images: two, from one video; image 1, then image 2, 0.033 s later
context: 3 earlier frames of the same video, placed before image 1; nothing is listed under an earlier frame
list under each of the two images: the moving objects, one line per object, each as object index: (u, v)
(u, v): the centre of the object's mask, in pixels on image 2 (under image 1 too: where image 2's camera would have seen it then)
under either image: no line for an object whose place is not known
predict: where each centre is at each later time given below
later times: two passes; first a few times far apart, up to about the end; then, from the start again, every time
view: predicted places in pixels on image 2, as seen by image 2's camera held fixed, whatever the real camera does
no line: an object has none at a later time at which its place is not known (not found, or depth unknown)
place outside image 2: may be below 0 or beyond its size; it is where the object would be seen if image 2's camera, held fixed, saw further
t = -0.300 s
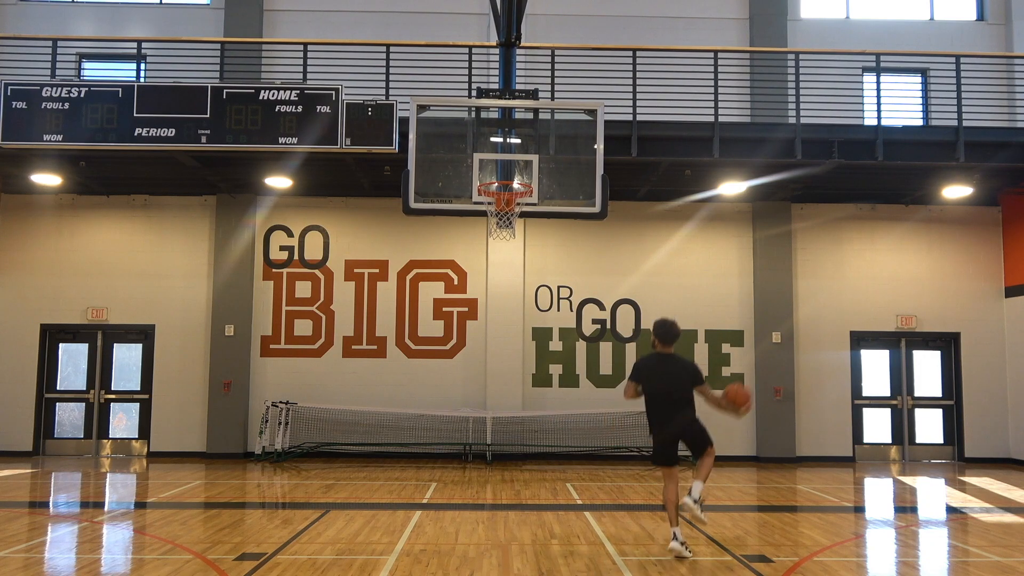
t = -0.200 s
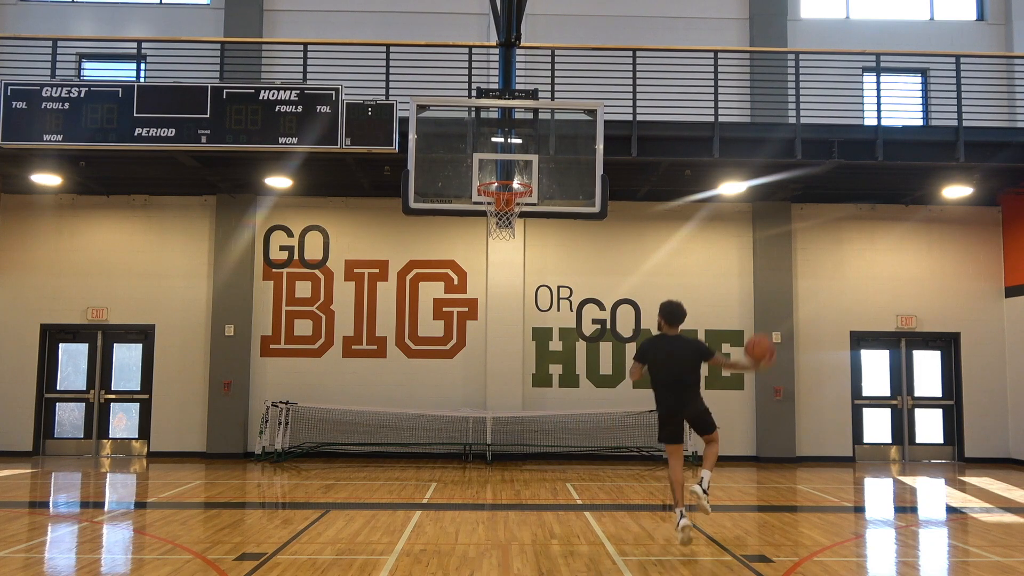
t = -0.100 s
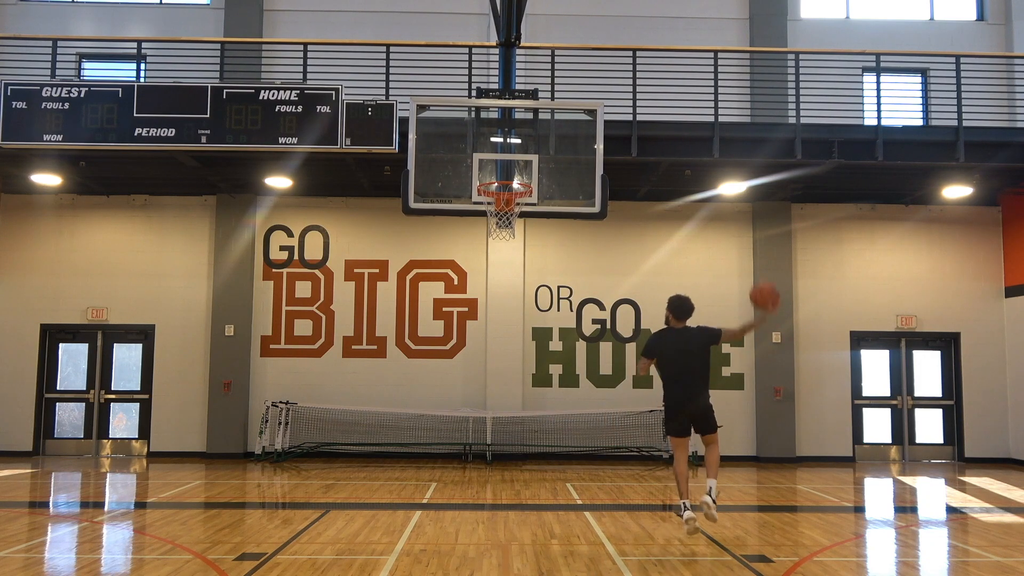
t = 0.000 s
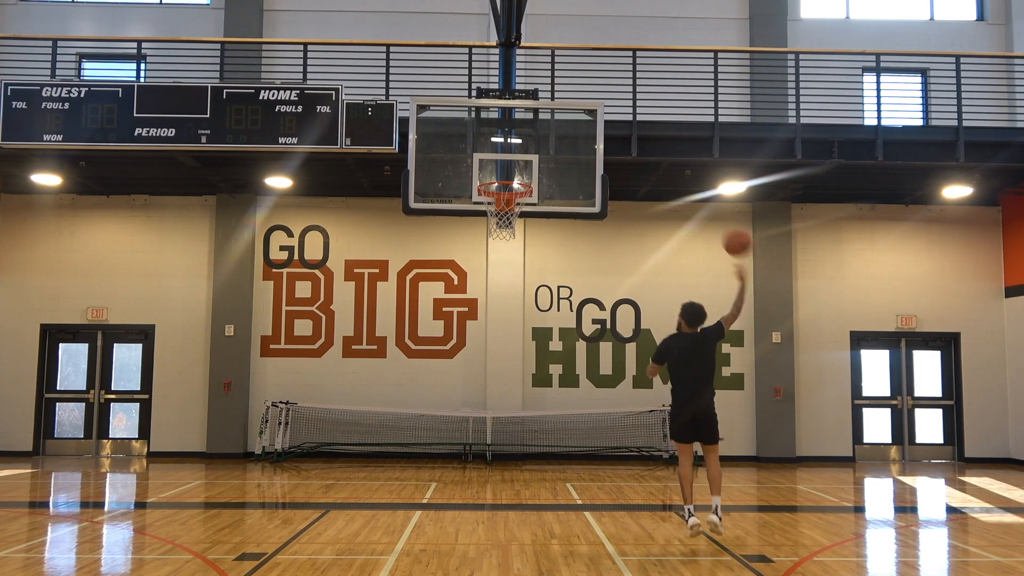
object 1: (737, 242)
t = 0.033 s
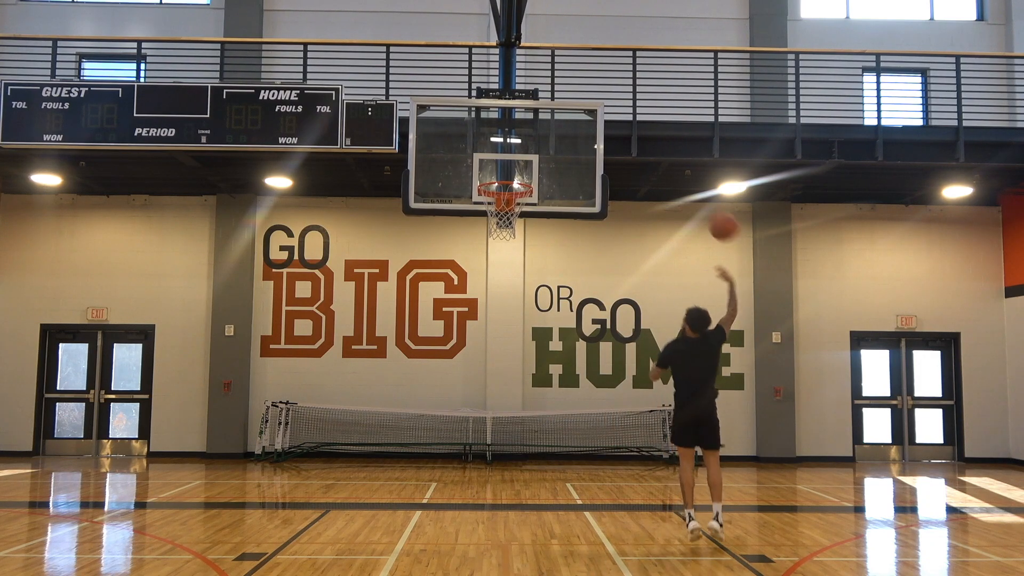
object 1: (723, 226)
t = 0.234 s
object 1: (645, 162)
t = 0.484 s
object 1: (559, 144)
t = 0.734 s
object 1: (510, 174)
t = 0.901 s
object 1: (494, 229)
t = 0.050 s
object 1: (717, 220)
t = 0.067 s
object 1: (711, 212)
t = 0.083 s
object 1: (705, 208)
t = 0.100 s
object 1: (695, 201)
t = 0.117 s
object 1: (687, 188)
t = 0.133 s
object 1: (683, 186)
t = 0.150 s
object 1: (677, 183)
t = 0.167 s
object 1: (670, 178)
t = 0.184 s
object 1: (664, 173)
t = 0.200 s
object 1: (657, 169)
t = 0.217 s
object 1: (651, 165)
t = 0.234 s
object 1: (645, 162)
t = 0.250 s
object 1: (639, 158)
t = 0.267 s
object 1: (633, 155)
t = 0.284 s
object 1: (627, 153)
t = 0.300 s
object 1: (621, 150)
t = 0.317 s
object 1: (616, 148)
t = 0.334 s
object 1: (610, 147)
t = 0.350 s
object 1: (604, 145)
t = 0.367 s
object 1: (597, 144)
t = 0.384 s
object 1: (591, 143)
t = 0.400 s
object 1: (585, 143)
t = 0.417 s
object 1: (580, 143)
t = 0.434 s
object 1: (575, 143)
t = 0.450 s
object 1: (569, 143)
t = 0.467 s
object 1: (564, 143)
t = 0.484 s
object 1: (559, 144)
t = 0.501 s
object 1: (556, 144)
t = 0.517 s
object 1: (553, 145)
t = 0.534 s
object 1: (550, 146)
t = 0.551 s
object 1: (547, 147)
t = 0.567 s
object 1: (543, 148)
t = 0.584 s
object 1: (540, 150)
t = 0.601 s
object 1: (537, 152)
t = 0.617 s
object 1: (534, 154)
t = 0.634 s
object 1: (530, 157)
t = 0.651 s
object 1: (527, 160)
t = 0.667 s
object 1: (523, 163)
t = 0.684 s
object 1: (519, 167)
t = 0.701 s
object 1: (516, 171)
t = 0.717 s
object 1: (513, 173)
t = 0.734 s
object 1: (510, 174)
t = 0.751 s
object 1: (506, 176)
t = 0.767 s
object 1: (504, 179)
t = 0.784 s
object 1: (501, 196)
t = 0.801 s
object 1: (499, 200)
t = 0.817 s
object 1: (497, 205)
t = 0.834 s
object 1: (496, 210)
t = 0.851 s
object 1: (493, 216)
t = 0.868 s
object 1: (495, 223)
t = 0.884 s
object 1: (495, 225)
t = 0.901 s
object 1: (494, 229)
